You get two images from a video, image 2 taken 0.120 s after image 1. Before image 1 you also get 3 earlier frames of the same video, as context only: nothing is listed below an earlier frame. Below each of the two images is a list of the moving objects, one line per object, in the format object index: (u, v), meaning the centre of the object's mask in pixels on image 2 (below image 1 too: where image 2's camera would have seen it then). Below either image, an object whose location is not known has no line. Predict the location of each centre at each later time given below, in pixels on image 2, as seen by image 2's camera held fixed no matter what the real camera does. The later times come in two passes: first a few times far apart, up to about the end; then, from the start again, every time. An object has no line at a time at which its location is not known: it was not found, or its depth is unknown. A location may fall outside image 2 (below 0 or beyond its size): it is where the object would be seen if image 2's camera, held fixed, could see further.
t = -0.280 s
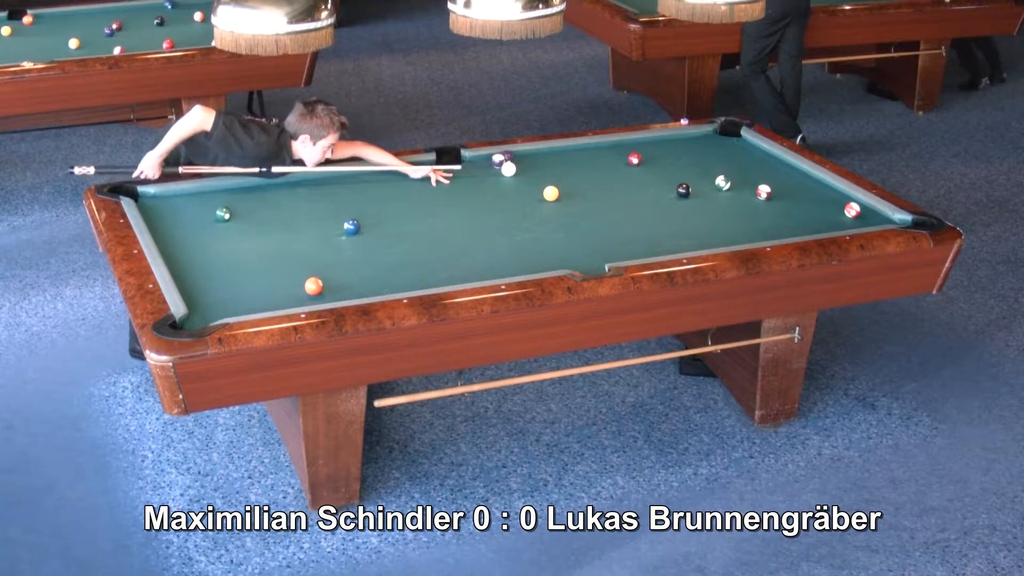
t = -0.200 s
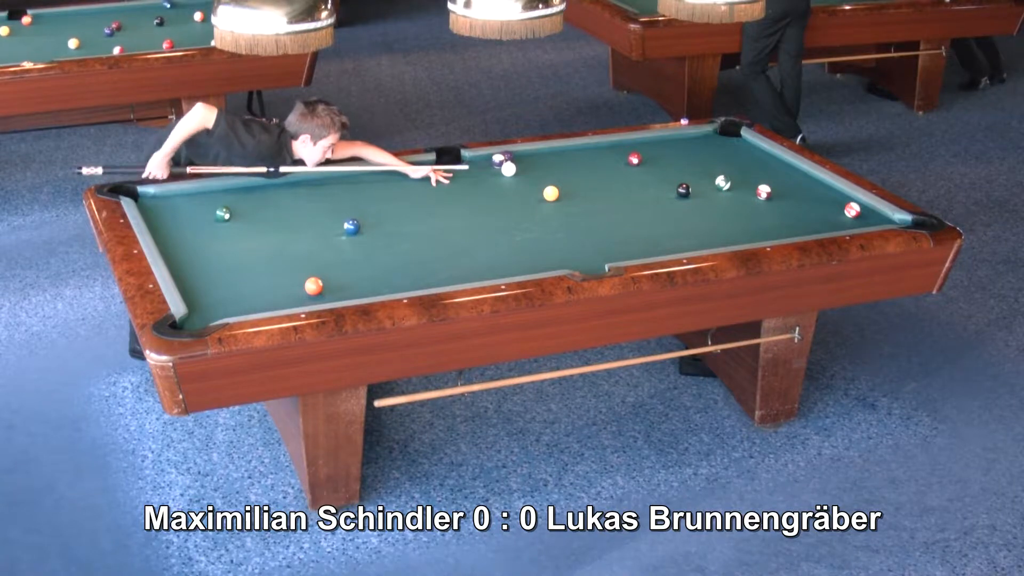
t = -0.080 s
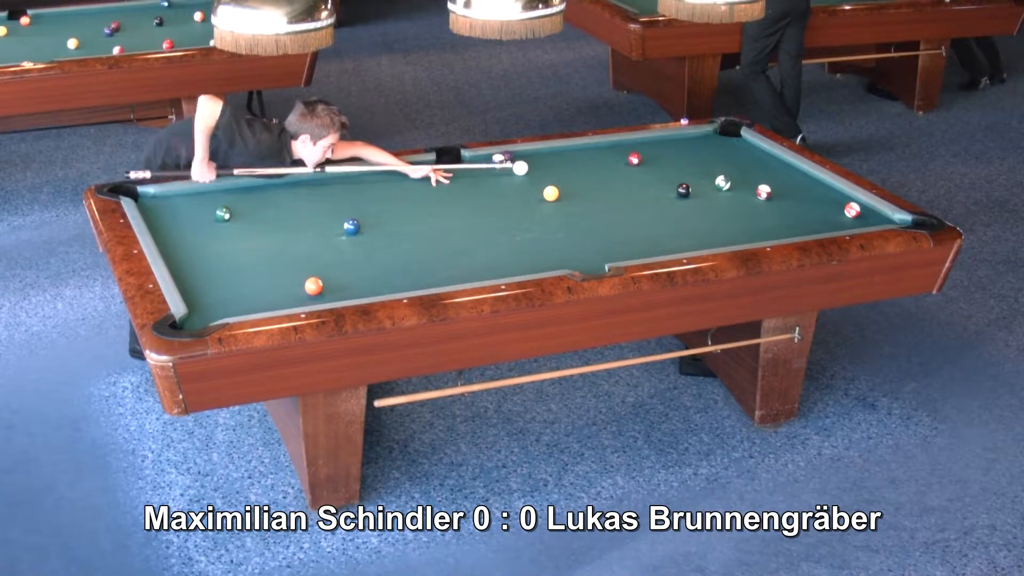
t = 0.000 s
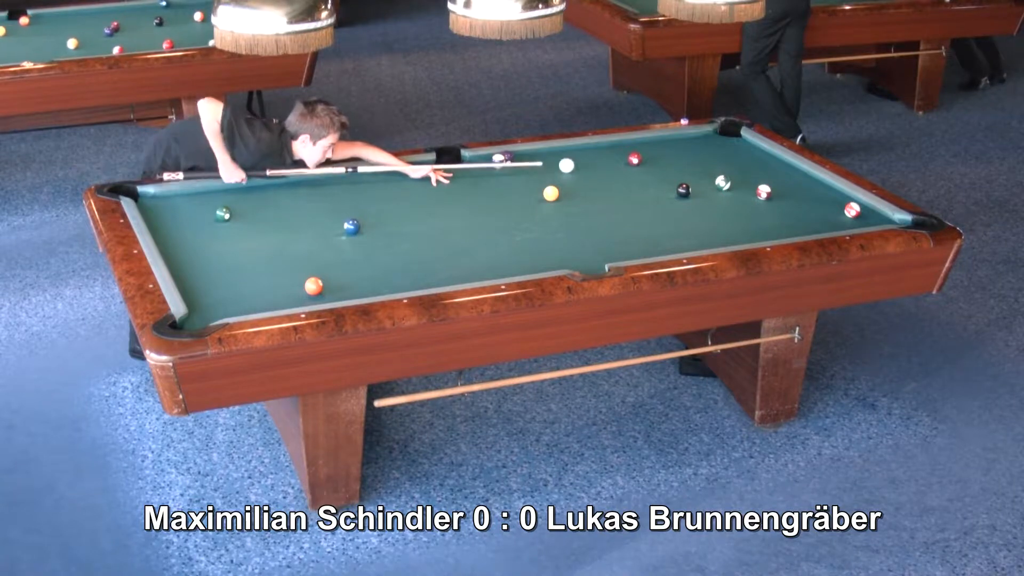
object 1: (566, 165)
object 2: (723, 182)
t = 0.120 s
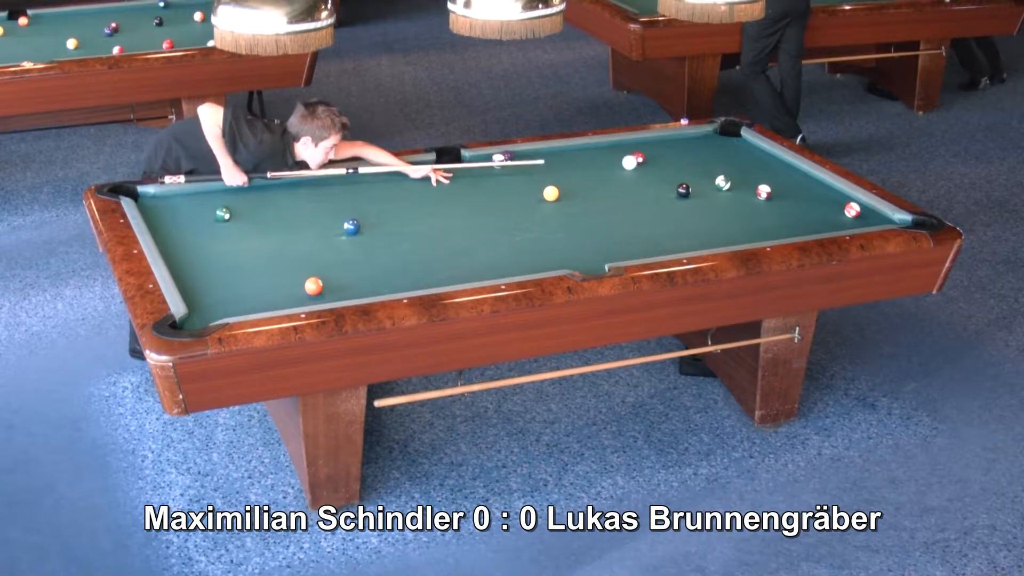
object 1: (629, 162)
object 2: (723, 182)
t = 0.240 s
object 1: (661, 170)
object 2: (723, 182)
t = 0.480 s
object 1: (733, 176)
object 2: (727, 186)
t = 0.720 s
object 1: (794, 177)
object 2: (741, 195)
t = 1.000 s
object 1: (800, 184)
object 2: (757, 208)
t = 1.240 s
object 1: (785, 193)
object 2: (770, 217)
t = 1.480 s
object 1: (770, 201)
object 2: (784, 226)
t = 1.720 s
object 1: (754, 209)
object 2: (796, 233)
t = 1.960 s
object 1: (740, 218)
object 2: (789, 231)
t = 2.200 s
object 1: (725, 226)
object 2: (784, 229)
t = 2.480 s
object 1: (708, 235)
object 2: (777, 224)
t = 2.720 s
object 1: (693, 243)
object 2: (771, 221)
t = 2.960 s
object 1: (679, 248)
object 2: (765, 218)
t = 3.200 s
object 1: (664, 252)
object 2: (762, 217)
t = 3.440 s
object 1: (649, 252)
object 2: (759, 215)
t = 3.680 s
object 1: (635, 253)
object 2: (756, 215)
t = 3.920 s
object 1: (623, 253)
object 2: (754, 214)
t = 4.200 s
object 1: (611, 253)
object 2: (754, 214)
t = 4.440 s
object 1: (602, 253)
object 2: (755, 214)
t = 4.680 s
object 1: (595, 254)
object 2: (755, 214)
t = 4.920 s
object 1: (589, 254)
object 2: (755, 214)
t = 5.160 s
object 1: (585, 254)
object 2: (755, 214)
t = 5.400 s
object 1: (583, 254)
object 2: (755, 214)
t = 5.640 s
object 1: (582, 254)
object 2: (755, 214)
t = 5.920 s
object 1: (582, 254)
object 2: (755, 214)
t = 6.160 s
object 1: (582, 255)
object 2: (755, 214)
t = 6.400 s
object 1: (582, 255)
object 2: (755, 214)
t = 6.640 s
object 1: (582, 255)
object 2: (755, 214)
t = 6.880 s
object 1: (582, 255)
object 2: (755, 214)
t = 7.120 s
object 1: (582, 255)
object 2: (755, 214)
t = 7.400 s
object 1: (582, 255)
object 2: (755, 214)
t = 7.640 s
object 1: (582, 255)
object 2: (755, 214)
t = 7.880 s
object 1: (582, 255)
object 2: (755, 214)
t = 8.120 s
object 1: (582, 255)
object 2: (755, 214)
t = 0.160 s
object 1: (639, 165)
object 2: (723, 182)
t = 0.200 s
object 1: (650, 167)
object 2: (723, 182)
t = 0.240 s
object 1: (661, 170)
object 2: (723, 182)
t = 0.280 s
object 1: (673, 172)
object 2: (723, 182)
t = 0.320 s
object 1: (686, 174)
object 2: (723, 182)
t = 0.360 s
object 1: (699, 175)
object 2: (723, 183)
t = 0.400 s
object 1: (711, 177)
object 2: (723, 183)
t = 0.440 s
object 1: (722, 176)
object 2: (725, 185)
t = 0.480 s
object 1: (733, 176)
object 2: (727, 186)
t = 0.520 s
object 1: (743, 177)
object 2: (729, 186)
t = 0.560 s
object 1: (753, 177)
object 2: (731, 188)
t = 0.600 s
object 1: (763, 177)
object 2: (734, 191)
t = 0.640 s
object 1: (774, 177)
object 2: (736, 193)
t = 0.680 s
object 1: (784, 177)
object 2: (739, 194)
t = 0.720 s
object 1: (794, 177)
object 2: (741, 195)
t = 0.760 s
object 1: (804, 177)
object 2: (744, 198)
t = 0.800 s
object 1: (813, 178)
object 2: (746, 199)
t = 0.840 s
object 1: (811, 179)
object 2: (747, 201)
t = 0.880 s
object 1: (808, 180)
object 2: (751, 202)
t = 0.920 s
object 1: (806, 182)
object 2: (752, 203)
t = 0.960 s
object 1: (803, 183)
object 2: (755, 206)
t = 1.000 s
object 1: (800, 184)
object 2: (757, 208)
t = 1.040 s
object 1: (798, 186)
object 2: (760, 208)
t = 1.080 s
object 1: (795, 187)
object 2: (762, 210)
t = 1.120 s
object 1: (793, 189)
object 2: (764, 211)
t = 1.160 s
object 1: (790, 190)
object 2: (767, 213)
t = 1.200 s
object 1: (787, 191)
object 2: (768, 215)
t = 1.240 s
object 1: (785, 193)
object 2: (770, 217)
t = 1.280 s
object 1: (782, 194)
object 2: (772, 217)
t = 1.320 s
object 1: (780, 196)
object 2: (774, 219)
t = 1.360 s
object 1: (777, 197)
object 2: (777, 222)
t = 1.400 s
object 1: (775, 198)
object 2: (779, 224)
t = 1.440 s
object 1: (772, 200)
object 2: (782, 224)
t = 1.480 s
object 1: (770, 201)
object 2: (784, 226)
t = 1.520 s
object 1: (767, 202)
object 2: (786, 227)
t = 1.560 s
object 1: (764, 204)
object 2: (789, 229)
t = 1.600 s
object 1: (762, 205)
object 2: (791, 230)
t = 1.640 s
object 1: (759, 207)
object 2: (792, 231)
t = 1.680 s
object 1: (757, 208)
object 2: (793, 231)
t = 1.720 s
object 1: (754, 209)
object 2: (796, 233)
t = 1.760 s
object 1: (752, 211)
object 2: (798, 234)
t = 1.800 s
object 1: (749, 212)
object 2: (796, 233)
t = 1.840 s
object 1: (747, 213)
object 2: (794, 232)
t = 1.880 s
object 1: (744, 215)
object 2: (793, 232)
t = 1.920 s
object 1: (742, 216)
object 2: (791, 231)
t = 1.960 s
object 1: (740, 218)
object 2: (789, 231)
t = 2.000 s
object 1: (737, 219)
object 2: (790, 231)
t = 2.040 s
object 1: (735, 220)
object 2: (789, 231)
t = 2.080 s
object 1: (732, 222)
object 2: (787, 230)
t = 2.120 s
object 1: (730, 223)
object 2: (786, 229)
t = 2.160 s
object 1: (727, 224)
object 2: (785, 229)
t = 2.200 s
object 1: (725, 226)
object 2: (784, 229)
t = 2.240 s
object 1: (722, 227)
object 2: (783, 228)
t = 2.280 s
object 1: (720, 228)
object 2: (782, 228)
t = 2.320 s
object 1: (717, 230)
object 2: (781, 227)
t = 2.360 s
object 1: (715, 231)
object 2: (779, 226)
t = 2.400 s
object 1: (713, 232)
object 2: (778, 225)
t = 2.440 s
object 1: (710, 234)
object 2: (777, 225)
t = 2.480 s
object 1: (708, 235)
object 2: (777, 224)
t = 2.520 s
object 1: (705, 236)
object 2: (776, 224)
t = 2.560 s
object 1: (703, 238)
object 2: (776, 223)
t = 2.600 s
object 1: (701, 239)
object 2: (774, 224)
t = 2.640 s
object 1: (698, 240)
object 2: (773, 223)
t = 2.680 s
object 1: (696, 241)
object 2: (772, 222)
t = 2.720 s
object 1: (693, 243)
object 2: (771, 221)
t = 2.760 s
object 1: (691, 244)
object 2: (770, 221)
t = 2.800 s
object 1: (689, 245)
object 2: (769, 220)
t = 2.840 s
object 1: (686, 246)
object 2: (768, 220)
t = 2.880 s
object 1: (684, 247)
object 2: (767, 219)
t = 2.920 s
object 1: (681, 247)
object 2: (766, 218)
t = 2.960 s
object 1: (679, 248)
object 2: (765, 218)
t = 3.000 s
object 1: (677, 249)
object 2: (764, 218)
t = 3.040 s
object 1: (675, 250)
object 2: (763, 217)
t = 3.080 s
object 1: (672, 251)
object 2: (762, 217)
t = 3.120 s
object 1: (670, 251)
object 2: (762, 217)
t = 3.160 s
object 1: (667, 252)
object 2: (763, 217)
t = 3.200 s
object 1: (664, 252)
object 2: (762, 217)
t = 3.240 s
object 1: (662, 252)
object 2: (762, 216)
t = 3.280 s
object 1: (659, 252)
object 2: (761, 216)
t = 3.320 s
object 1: (656, 252)
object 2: (761, 215)
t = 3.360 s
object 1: (654, 252)
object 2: (760, 216)
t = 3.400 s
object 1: (651, 252)
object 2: (759, 216)
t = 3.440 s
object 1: (649, 252)
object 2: (759, 215)
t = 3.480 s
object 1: (646, 252)
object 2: (758, 215)
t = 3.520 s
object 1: (644, 252)
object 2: (758, 215)
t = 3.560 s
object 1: (642, 253)
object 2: (758, 215)
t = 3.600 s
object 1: (639, 253)
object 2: (757, 215)
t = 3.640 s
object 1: (637, 253)
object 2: (757, 215)
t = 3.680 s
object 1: (635, 253)
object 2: (756, 215)
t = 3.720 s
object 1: (633, 253)
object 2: (756, 214)
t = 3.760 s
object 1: (631, 253)
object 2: (756, 214)
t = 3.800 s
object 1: (629, 253)
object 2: (755, 214)
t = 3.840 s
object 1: (627, 253)
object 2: (755, 214)
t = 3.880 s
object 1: (625, 253)
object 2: (755, 214)
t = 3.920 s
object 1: (623, 253)
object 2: (754, 214)
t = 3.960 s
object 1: (621, 253)
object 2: (754, 213)
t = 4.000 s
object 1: (619, 253)
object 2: (754, 214)
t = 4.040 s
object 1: (618, 253)
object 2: (754, 213)
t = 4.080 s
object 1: (616, 253)
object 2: (754, 214)
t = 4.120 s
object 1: (614, 253)
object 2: (754, 214)
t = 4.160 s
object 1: (612, 253)
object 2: (754, 214)
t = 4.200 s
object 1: (611, 253)
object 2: (754, 214)
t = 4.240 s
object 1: (609, 253)
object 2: (754, 214)
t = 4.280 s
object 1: (608, 253)
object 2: (754, 214)
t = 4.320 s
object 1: (606, 253)
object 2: (754, 214)
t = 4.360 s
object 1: (605, 253)
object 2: (754, 214)
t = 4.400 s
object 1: (603, 253)
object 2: (754, 214)
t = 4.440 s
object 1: (602, 253)
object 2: (755, 214)
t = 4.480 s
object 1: (601, 254)
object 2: (755, 214)
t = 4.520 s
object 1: (600, 254)
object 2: (755, 214)
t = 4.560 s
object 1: (598, 254)
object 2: (755, 214)
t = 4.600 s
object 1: (597, 254)
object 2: (755, 214)
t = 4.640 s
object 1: (596, 254)
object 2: (755, 214)
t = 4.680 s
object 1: (595, 254)
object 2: (755, 214)
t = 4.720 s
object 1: (594, 254)
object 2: (755, 214)
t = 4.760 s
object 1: (593, 254)
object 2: (755, 214)
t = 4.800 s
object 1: (592, 254)
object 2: (755, 214)
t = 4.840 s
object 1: (591, 254)
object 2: (755, 214)
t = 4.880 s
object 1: (590, 254)
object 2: (755, 214)
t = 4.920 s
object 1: (589, 254)
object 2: (755, 214)
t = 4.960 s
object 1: (588, 254)
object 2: (755, 214)
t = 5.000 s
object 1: (588, 254)
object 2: (755, 214)
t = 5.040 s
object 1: (587, 254)
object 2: (755, 214)
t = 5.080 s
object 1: (586, 254)
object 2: (755, 214)
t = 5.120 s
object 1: (586, 254)
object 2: (755, 214)
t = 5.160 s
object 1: (585, 254)
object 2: (755, 214)
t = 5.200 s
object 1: (584, 254)
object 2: (755, 214)
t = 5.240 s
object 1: (584, 254)
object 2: (755, 214)
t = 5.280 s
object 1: (584, 254)
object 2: (755, 214)
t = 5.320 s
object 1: (583, 254)
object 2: (755, 214)
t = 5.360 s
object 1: (583, 254)
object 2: (755, 214)
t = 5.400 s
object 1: (583, 254)
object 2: (755, 214)
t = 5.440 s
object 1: (583, 254)
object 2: (755, 214)
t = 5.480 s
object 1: (582, 254)
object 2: (755, 214)
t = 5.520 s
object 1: (582, 254)
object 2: (755, 214)
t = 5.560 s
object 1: (582, 254)
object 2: (755, 214)
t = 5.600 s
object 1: (582, 254)
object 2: (755, 214)
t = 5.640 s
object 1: (582, 254)
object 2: (755, 214)
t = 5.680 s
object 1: (582, 254)
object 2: (755, 214)
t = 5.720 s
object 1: (582, 254)
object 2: (755, 214)
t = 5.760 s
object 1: (582, 254)
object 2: (755, 214)
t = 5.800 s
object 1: (582, 254)
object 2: (755, 214)
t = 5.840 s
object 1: (582, 254)
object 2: (755, 214)
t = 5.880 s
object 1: (582, 254)
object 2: (755, 214)
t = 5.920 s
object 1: (582, 254)
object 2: (755, 214)
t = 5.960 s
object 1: (582, 254)
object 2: (755, 214)
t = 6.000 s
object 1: (582, 254)
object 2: (755, 214)
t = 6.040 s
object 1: (582, 254)
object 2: (755, 214)
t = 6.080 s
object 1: (582, 254)
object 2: (755, 214)
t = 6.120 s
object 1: (582, 255)
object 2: (755, 214)
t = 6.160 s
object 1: (582, 255)
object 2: (755, 214)
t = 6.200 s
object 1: (582, 255)
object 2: (755, 214)
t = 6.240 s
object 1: (582, 255)
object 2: (755, 214)
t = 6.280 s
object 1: (582, 255)
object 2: (755, 214)
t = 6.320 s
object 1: (582, 255)
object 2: (755, 214)
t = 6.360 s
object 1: (582, 255)
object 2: (755, 214)
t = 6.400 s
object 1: (582, 255)
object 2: (755, 214)
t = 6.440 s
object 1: (582, 255)
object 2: (755, 214)
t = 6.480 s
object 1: (582, 255)
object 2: (755, 214)
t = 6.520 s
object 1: (582, 255)
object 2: (755, 214)
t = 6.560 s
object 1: (582, 255)
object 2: (755, 214)
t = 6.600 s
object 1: (582, 255)
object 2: (755, 214)
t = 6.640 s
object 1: (582, 255)
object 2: (755, 214)
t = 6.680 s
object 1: (582, 255)
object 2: (755, 214)
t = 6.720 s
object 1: (582, 255)
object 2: (755, 214)
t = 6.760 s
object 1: (582, 255)
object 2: (755, 214)
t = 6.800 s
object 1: (582, 255)
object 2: (755, 214)
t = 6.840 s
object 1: (582, 255)
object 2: (755, 214)
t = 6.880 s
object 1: (582, 255)
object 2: (755, 214)
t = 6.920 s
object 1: (582, 255)
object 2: (755, 214)
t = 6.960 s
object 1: (582, 255)
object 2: (755, 214)
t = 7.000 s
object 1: (582, 255)
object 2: (755, 214)
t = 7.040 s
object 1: (582, 255)
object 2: (755, 214)
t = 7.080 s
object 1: (582, 255)
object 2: (755, 214)
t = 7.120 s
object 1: (582, 255)
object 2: (755, 214)
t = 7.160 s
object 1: (582, 255)
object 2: (755, 214)
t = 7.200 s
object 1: (582, 255)
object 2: (755, 214)
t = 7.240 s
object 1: (582, 255)
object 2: (755, 214)
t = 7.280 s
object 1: (582, 255)
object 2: (755, 214)
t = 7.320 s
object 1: (582, 255)
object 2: (755, 214)
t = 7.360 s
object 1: (582, 255)
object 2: (755, 214)
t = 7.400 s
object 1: (582, 255)
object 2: (755, 214)
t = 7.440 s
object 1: (582, 255)
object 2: (755, 214)
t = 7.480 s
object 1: (582, 255)
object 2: (755, 214)
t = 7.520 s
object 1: (582, 255)
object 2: (755, 214)
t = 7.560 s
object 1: (582, 255)
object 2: (755, 214)
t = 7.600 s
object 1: (582, 255)
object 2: (755, 214)
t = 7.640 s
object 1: (582, 255)
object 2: (755, 214)
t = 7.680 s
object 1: (582, 255)
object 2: (755, 214)
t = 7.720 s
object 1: (582, 255)
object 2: (755, 214)
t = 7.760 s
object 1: (582, 255)
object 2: (755, 214)
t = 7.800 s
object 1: (582, 255)
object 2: (755, 214)
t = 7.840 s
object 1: (582, 255)
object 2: (755, 214)
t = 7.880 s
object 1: (582, 255)
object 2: (755, 214)
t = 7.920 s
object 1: (582, 255)
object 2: (755, 214)
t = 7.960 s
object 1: (582, 255)
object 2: (755, 214)
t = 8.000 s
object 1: (582, 255)
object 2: (755, 214)
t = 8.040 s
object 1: (582, 255)
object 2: (755, 214)
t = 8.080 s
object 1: (582, 255)
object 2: (755, 214)
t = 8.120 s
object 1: (582, 255)
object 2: (755, 214)
